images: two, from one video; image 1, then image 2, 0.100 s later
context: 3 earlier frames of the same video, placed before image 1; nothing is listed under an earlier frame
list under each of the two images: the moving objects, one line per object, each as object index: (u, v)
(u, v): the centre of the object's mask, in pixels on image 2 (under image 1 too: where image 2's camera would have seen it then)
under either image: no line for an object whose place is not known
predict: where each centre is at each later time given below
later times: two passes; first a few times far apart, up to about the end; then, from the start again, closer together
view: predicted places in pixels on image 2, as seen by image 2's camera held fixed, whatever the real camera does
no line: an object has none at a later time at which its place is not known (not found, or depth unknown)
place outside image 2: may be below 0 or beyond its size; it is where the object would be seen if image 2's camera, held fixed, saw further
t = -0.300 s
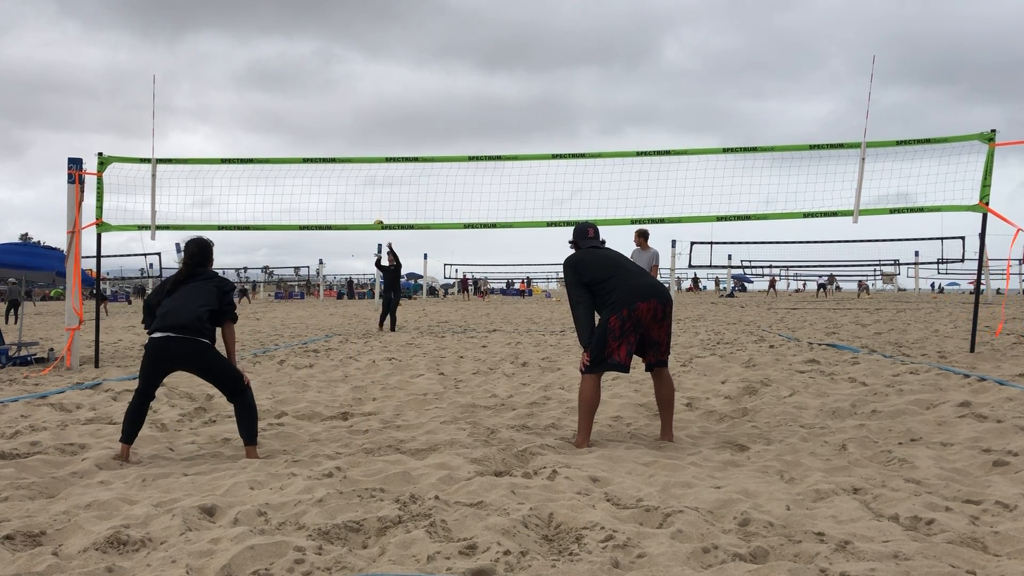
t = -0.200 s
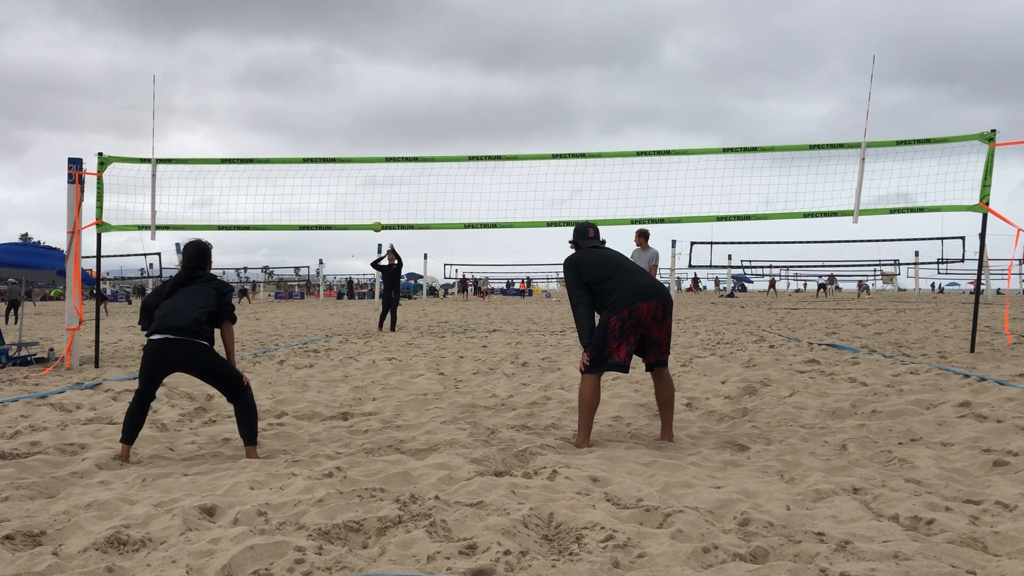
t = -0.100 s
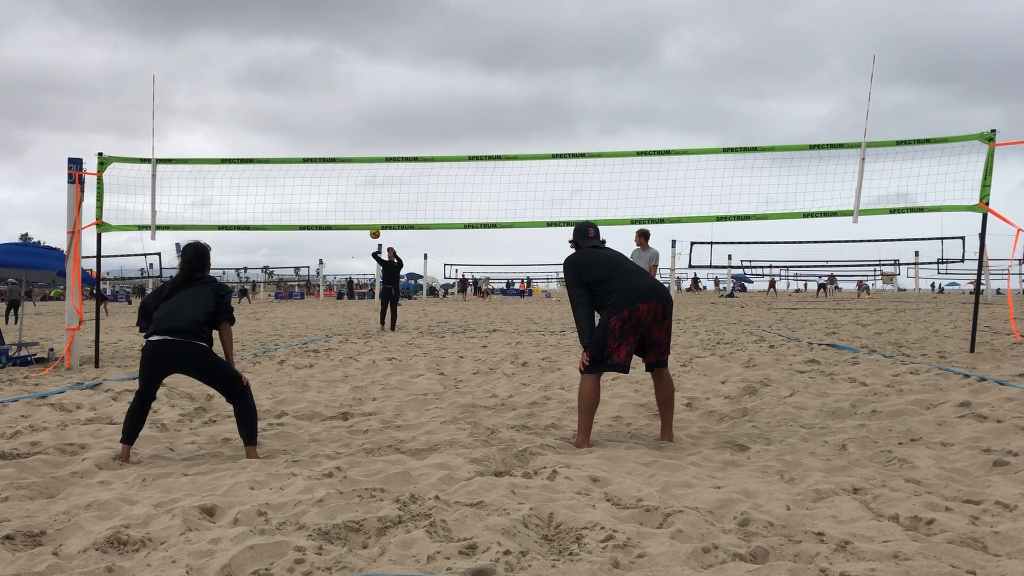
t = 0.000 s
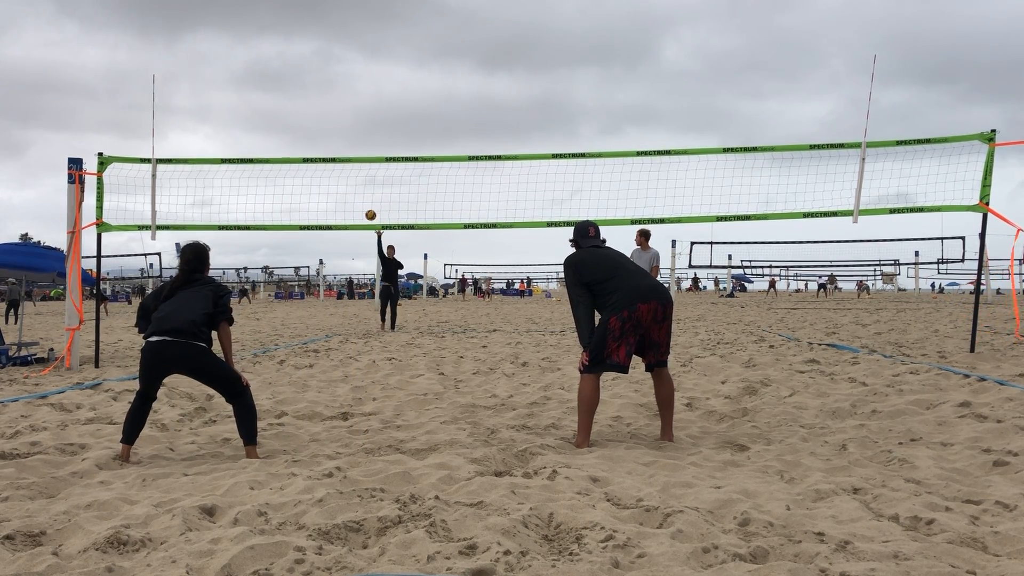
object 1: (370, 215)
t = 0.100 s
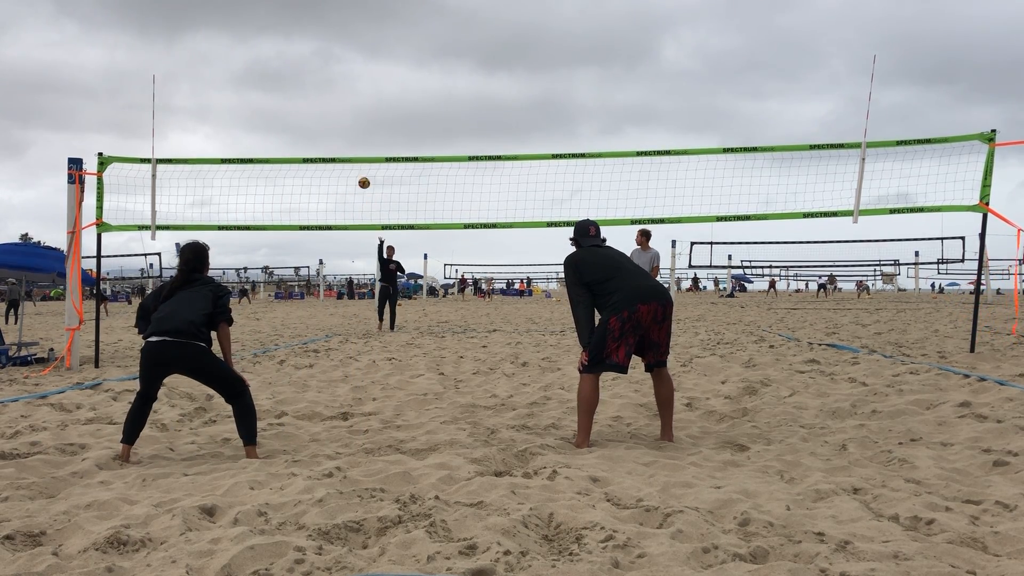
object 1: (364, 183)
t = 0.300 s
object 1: (346, 128)
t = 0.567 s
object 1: (312, 79)
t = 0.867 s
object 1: (251, 74)
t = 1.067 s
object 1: (189, 121)
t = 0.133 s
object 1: (361, 173)
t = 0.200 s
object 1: (356, 153)
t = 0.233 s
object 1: (352, 145)
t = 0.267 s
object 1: (349, 137)
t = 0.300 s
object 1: (346, 128)
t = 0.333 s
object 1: (343, 121)
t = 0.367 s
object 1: (339, 113)
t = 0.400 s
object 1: (335, 107)
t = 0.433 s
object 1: (331, 100)
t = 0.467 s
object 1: (327, 94)
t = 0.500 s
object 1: (322, 89)
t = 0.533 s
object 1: (317, 84)
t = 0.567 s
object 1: (312, 79)
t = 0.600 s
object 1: (307, 76)
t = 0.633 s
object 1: (301, 72)
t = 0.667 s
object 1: (295, 70)
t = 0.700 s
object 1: (289, 68)
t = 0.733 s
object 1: (282, 67)
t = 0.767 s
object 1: (275, 68)
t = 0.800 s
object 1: (267, 69)
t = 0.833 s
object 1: (259, 71)
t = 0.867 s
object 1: (251, 74)
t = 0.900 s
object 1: (242, 79)
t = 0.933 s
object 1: (232, 84)
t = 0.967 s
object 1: (222, 91)
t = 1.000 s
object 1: (212, 100)
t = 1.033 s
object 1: (200, 110)
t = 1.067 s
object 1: (189, 121)
